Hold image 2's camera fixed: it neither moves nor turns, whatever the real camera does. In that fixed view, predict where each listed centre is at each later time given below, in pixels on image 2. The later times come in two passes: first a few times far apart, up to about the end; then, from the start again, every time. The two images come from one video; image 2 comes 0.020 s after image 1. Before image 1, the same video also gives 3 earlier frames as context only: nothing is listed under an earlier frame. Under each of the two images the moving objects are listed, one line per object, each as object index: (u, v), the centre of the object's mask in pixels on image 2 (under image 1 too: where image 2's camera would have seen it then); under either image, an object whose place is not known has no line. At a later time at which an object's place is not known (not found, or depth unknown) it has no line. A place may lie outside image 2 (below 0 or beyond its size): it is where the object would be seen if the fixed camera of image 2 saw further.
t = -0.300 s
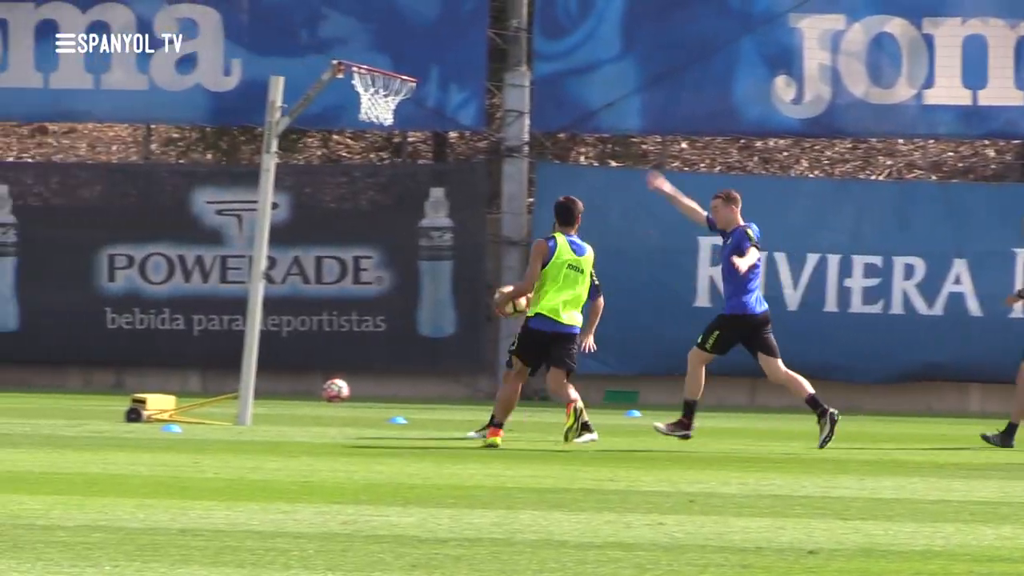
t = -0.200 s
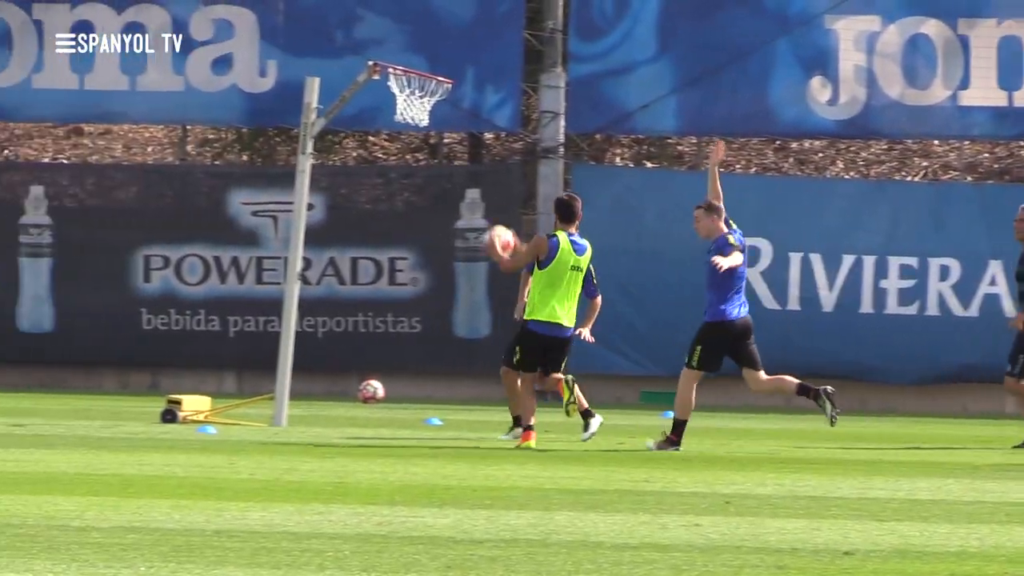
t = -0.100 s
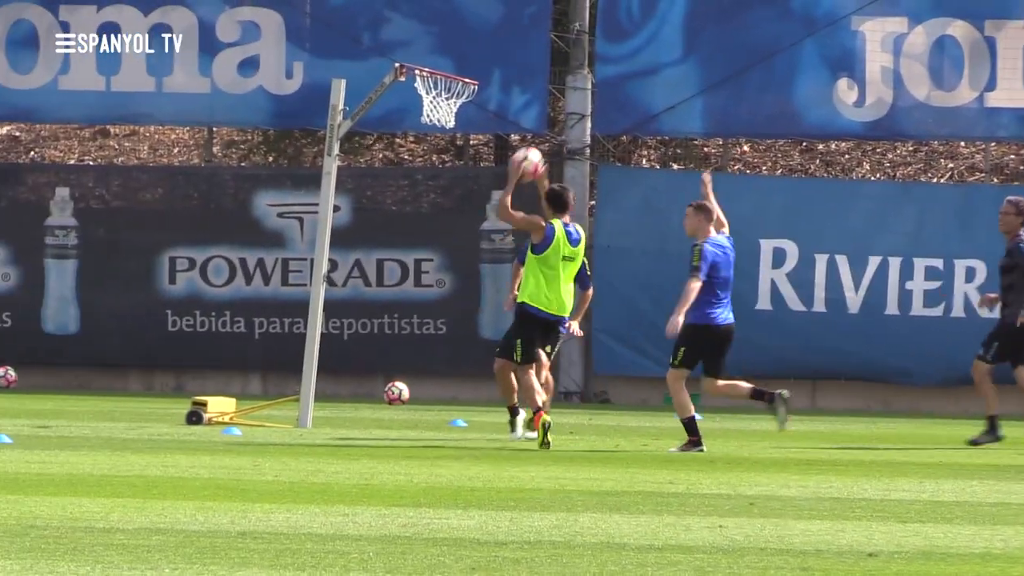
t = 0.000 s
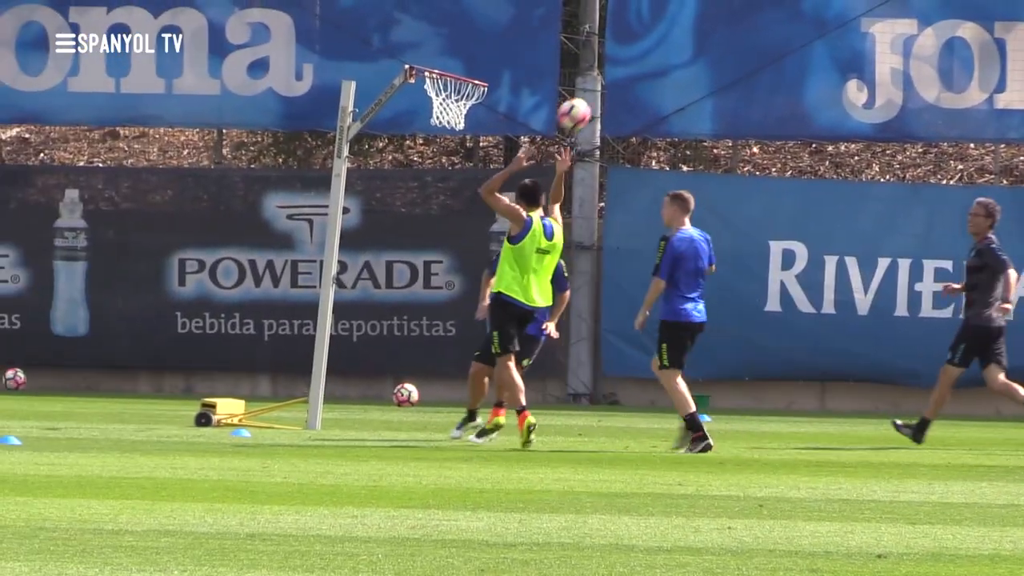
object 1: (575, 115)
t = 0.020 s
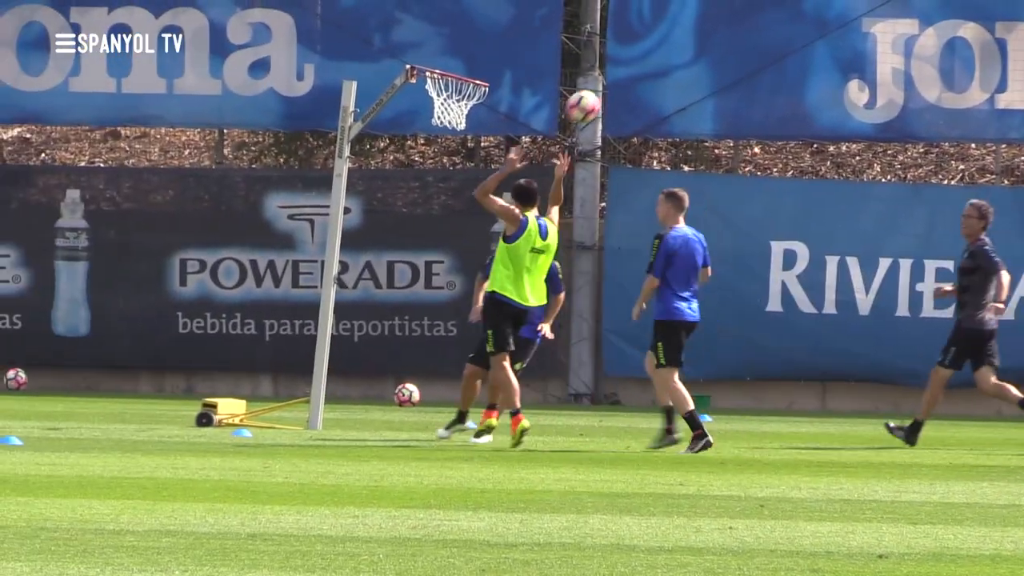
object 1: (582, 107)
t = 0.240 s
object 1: (668, 54)
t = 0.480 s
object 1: (757, 76)
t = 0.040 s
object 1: (591, 99)
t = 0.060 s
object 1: (599, 91)
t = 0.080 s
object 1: (606, 85)
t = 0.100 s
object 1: (614, 79)
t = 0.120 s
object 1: (621, 74)
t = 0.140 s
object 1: (629, 69)
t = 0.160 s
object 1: (637, 65)
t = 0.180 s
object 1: (645, 61)
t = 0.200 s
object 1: (653, 58)
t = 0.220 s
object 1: (660, 56)
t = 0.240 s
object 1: (668, 54)
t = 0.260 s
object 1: (675, 52)
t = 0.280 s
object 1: (683, 52)
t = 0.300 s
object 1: (690, 52)
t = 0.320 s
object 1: (698, 52)
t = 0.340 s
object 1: (705, 53)
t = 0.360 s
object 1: (713, 54)
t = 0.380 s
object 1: (720, 56)
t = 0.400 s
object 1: (728, 59)
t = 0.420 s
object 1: (735, 62)
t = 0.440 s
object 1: (742, 66)
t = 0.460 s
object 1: (750, 70)
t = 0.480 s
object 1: (757, 76)
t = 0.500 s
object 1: (764, 81)
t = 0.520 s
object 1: (771, 87)
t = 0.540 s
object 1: (778, 94)
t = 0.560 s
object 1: (785, 101)
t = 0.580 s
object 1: (793, 109)
